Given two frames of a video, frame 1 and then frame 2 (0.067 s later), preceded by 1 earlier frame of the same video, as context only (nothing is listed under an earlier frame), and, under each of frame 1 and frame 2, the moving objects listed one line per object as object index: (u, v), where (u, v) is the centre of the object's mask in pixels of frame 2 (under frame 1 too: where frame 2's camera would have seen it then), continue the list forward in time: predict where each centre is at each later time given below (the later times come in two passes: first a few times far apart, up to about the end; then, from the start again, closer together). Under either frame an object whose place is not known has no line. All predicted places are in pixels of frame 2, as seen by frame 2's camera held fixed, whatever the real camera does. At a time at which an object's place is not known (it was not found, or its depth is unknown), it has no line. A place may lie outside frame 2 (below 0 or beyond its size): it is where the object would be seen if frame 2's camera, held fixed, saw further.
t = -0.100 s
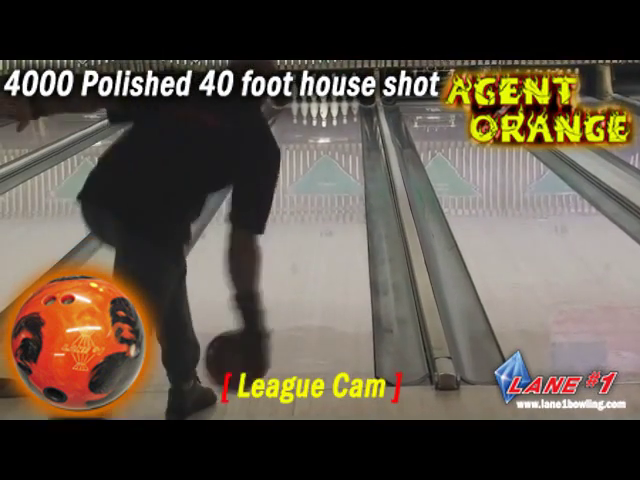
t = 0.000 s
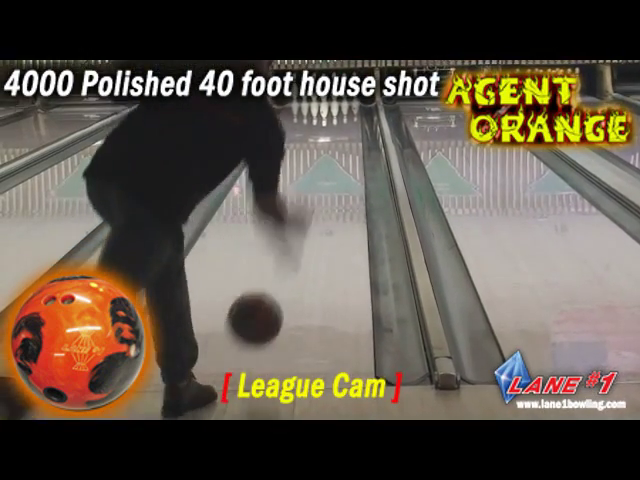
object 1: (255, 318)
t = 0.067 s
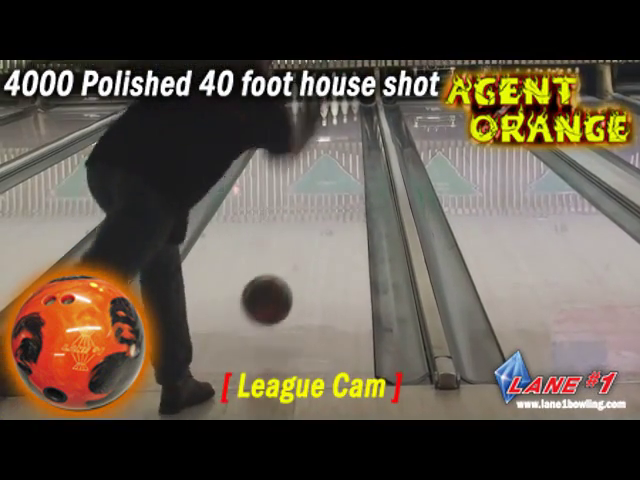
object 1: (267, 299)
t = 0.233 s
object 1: (288, 267)
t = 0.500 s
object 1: (310, 220)
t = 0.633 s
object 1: (319, 205)
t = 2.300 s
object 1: (351, 134)
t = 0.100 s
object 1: (272, 295)
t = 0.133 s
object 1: (276, 293)
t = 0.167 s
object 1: (281, 290)
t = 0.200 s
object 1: (285, 276)
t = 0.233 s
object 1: (288, 267)
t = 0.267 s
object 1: (291, 261)
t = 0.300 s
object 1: (294, 255)
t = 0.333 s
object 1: (297, 249)
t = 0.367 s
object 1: (300, 242)
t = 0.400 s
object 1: (303, 236)
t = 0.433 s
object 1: (305, 230)
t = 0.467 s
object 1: (308, 225)
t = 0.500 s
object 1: (310, 220)
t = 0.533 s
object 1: (312, 216)
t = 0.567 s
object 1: (315, 212)
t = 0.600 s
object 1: (317, 208)
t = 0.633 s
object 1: (319, 205)
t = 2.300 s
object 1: (351, 134)
